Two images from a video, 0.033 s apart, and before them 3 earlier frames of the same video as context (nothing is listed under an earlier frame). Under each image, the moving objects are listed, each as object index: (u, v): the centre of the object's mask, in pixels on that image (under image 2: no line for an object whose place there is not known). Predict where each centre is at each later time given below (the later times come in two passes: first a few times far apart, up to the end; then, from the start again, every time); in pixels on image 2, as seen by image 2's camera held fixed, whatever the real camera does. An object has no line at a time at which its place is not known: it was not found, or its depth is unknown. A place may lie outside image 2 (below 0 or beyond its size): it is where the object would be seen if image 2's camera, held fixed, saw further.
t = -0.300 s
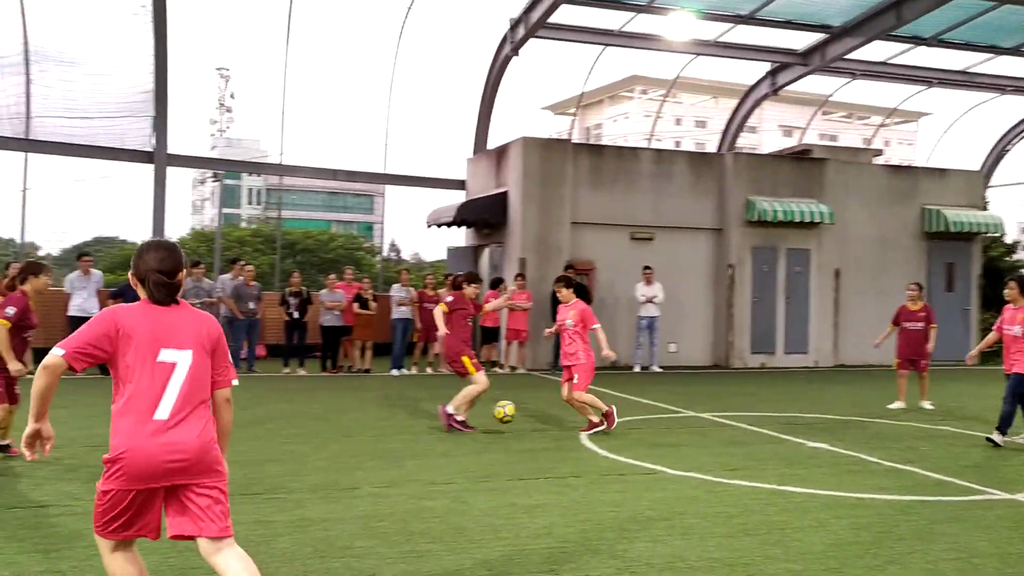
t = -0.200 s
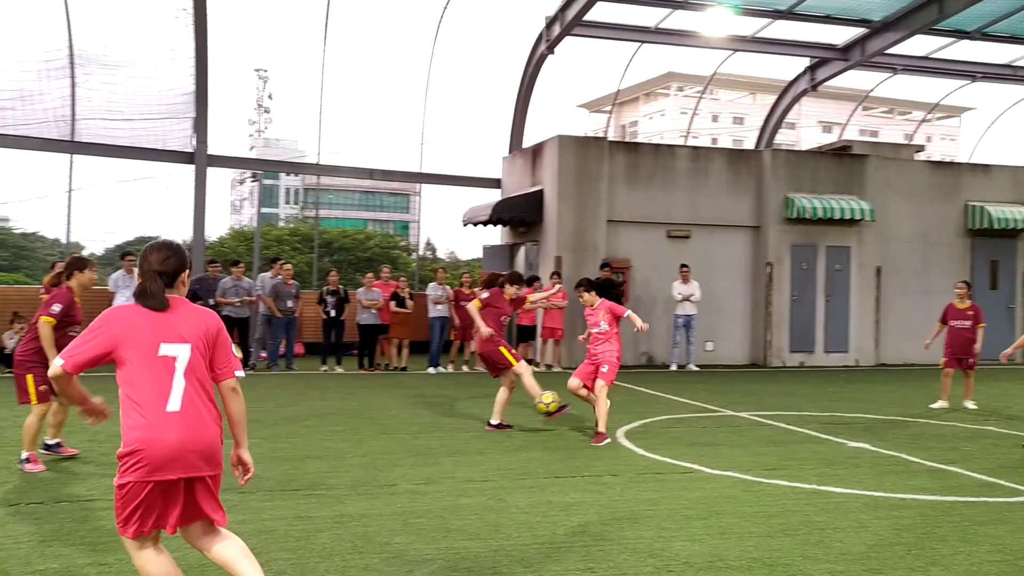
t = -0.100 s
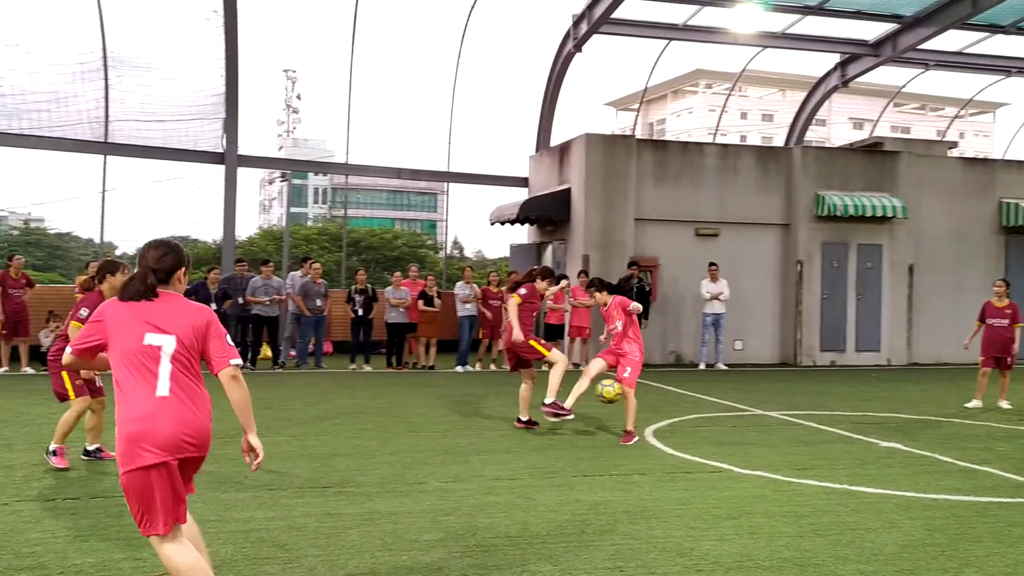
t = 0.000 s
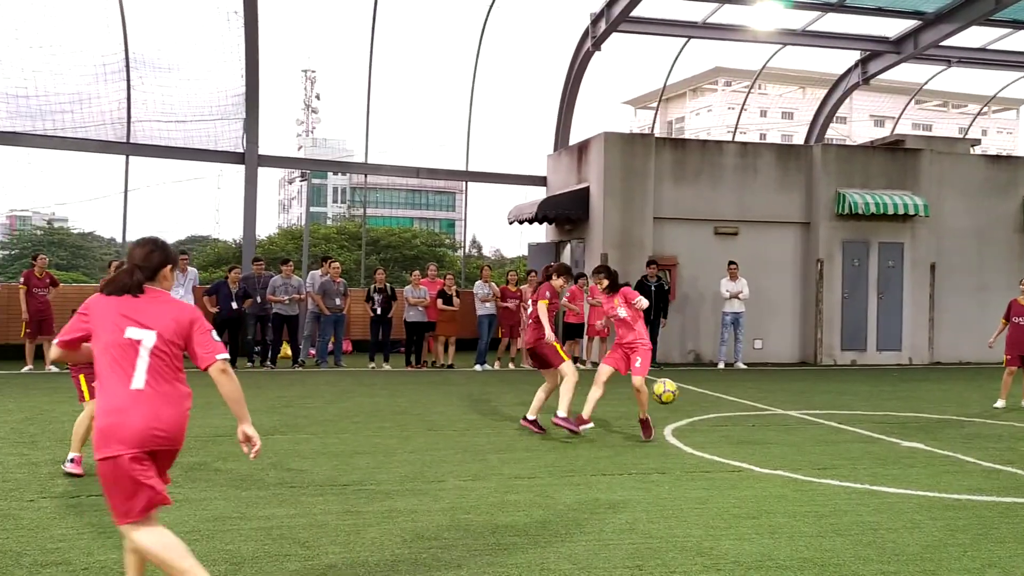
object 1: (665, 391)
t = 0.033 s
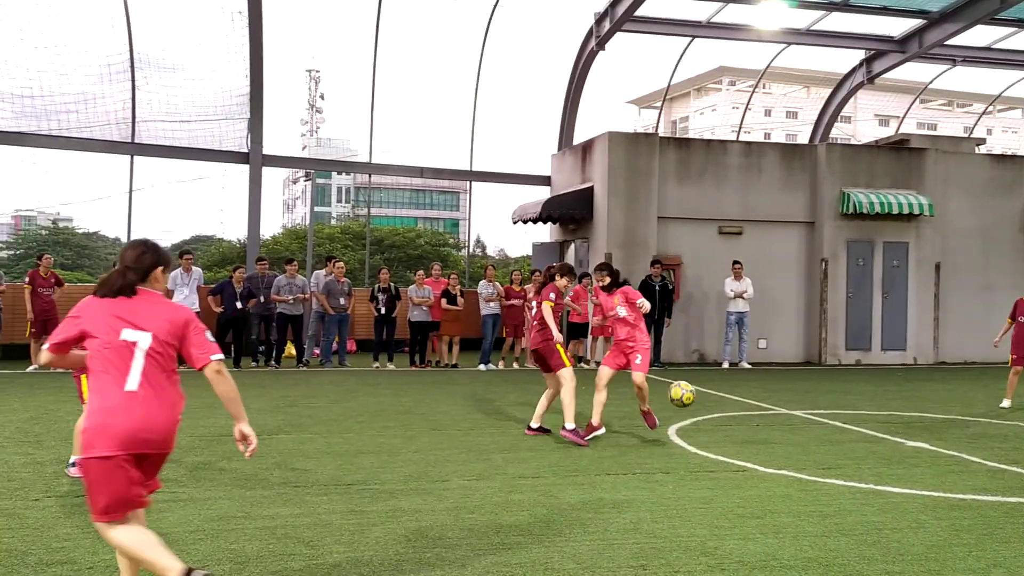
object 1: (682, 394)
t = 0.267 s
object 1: (787, 467)
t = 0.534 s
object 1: (855, 458)
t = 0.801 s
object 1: (942, 513)
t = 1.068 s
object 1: (1075, 565)
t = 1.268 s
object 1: (1194, 613)
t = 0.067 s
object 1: (695, 399)
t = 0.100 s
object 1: (709, 405)
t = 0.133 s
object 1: (723, 413)
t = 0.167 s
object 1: (739, 424)
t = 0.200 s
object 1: (754, 435)
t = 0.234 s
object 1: (770, 450)
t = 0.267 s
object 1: (787, 467)
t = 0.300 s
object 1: (797, 468)
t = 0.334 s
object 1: (805, 462)
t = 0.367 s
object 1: (813, 457)
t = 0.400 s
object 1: (820, 454)
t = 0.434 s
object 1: (829, 451)
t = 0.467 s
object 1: (838, 451)
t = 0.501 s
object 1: (846, 454)
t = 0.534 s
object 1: (855, 458)
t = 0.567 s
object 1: (864, 463)
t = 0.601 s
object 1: (874, 470)
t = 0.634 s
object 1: (884, 480)
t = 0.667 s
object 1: (893, 493)
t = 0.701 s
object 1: (903, 507)
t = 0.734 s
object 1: (915, 516)
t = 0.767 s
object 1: (929, 513)
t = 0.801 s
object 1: (942, 513)
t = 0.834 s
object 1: (956, 515)
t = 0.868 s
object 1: (971, 518)
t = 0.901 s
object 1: (986, 524)
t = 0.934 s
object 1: (1003, 532)
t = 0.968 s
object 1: (1020, 543)
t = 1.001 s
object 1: (1038, 557)
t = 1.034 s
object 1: (1056, 565)
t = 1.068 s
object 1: (1075, 565)
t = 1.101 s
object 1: (1095, 567)
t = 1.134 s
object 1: (1116, 572)
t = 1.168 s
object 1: (1139, 579)
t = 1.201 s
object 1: (1161, 591)
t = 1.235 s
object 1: (1180, 605)
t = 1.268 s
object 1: (1194, 613)
